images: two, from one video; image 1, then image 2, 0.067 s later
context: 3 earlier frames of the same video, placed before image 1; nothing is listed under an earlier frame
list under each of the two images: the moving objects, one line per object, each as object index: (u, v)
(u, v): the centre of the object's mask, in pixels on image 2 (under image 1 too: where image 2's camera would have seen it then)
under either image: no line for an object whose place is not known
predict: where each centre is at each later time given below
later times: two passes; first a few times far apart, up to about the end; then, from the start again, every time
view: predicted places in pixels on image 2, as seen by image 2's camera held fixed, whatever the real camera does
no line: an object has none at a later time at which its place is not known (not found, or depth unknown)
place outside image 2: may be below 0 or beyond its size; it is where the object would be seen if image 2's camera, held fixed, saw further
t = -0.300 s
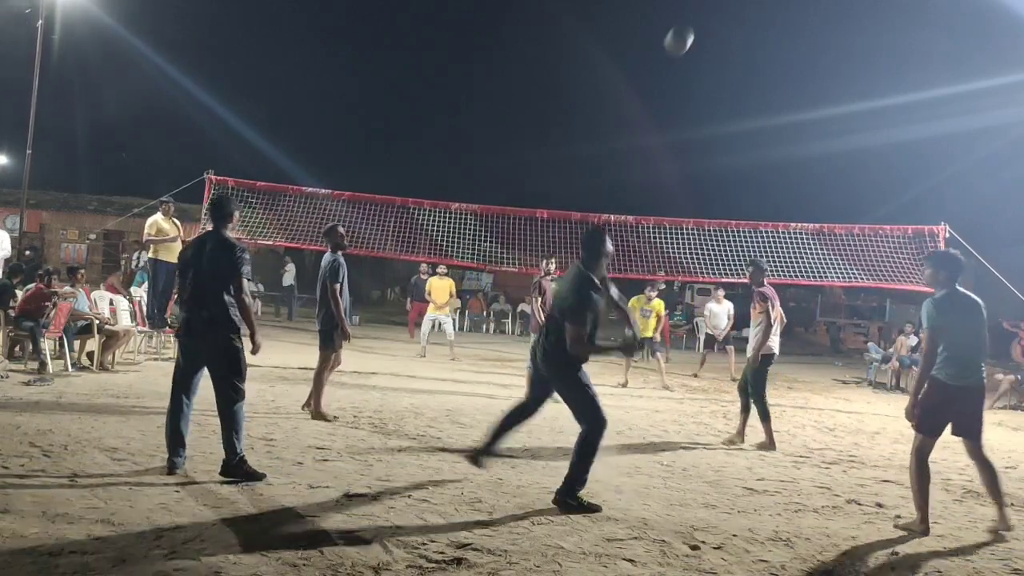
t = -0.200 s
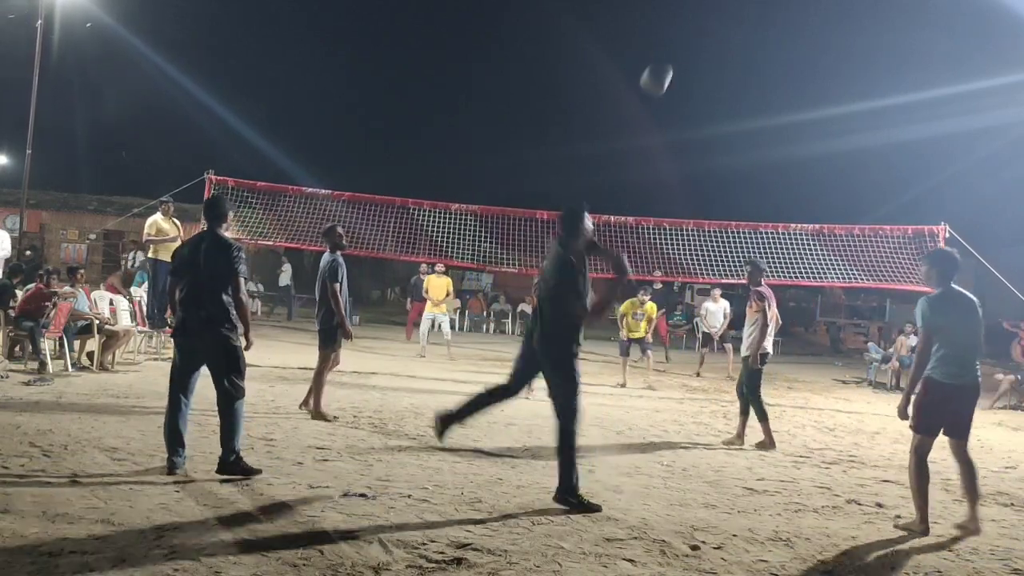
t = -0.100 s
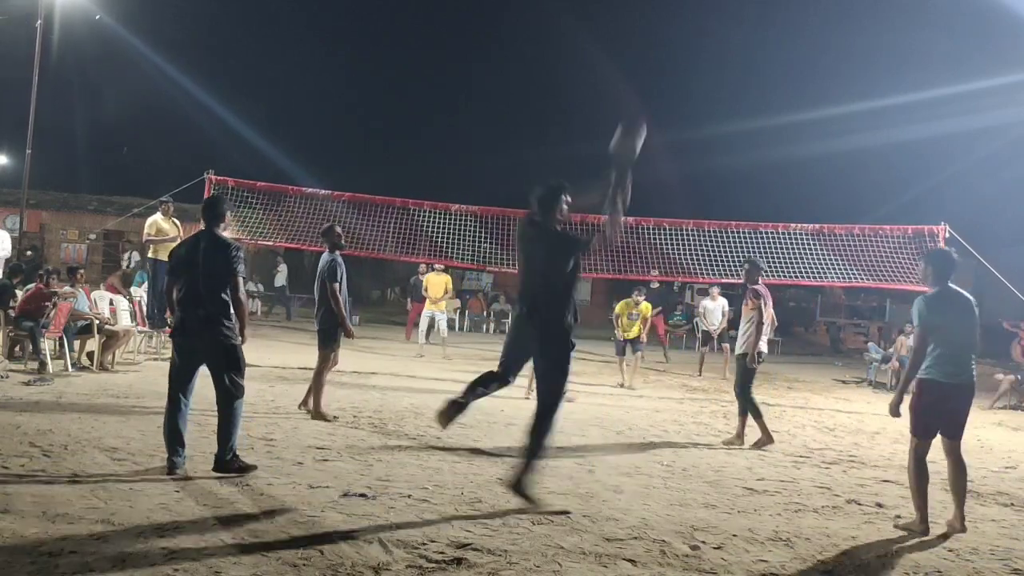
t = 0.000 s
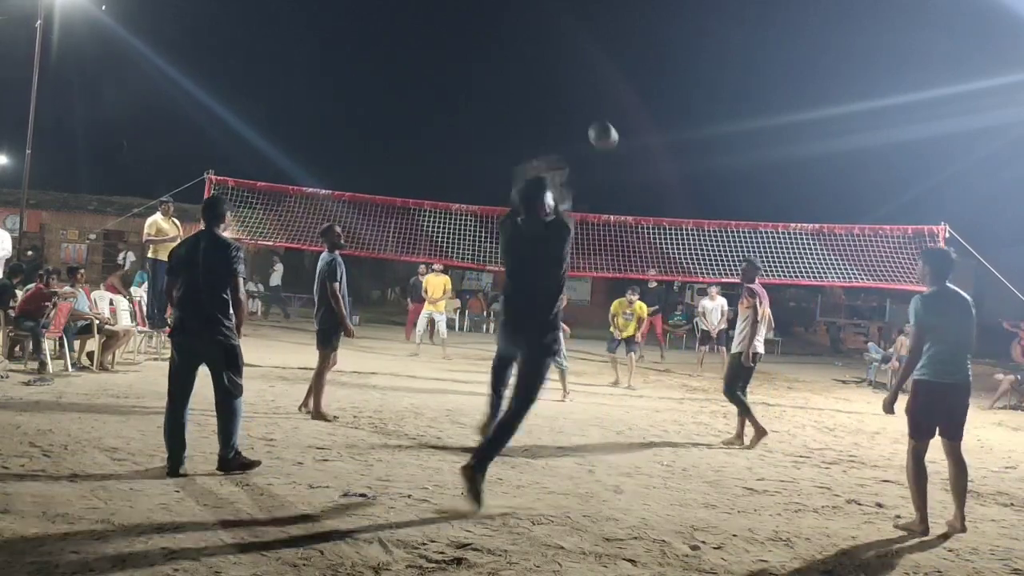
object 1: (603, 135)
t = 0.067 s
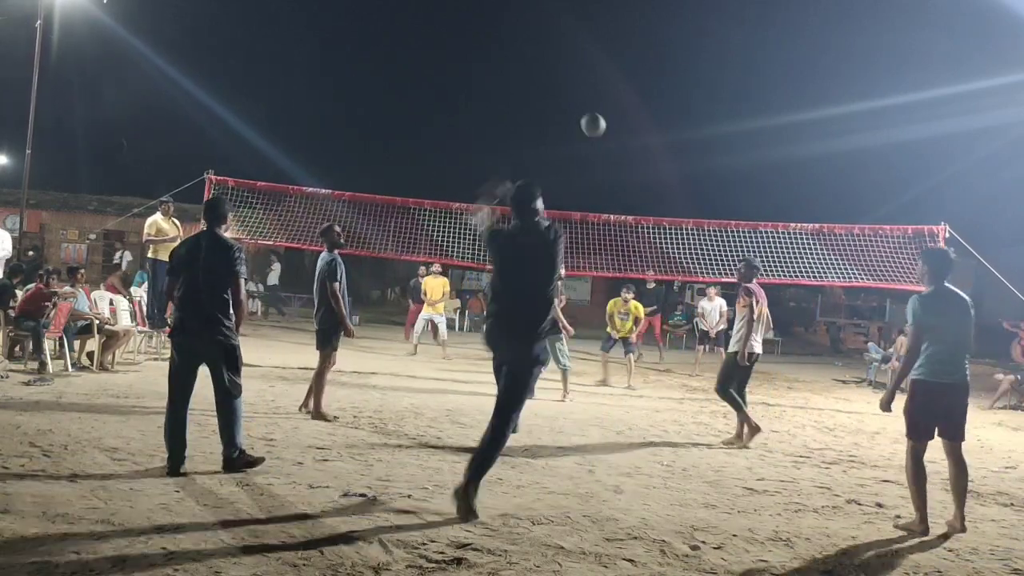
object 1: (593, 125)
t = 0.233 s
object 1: (579, 125)
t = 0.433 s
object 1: (571, 155)
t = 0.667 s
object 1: (568, 207)
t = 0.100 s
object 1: (590, 122)
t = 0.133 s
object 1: (587, 122)
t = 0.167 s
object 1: (584, 122)
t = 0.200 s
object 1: (582, 123)
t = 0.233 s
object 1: (579, 125)
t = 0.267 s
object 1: (577, 129)
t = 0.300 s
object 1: (576, 132)
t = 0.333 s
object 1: (574, 137)
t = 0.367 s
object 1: (573, 143)
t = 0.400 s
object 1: (572, 149)
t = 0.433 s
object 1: (571, 155)
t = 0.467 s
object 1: (571, 162)
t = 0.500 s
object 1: (570, 168)
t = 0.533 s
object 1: (569, 176)
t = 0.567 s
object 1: (568, 183)
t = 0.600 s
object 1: (568, 191)
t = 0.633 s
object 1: (568, 200)
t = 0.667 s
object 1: (568, 207)
